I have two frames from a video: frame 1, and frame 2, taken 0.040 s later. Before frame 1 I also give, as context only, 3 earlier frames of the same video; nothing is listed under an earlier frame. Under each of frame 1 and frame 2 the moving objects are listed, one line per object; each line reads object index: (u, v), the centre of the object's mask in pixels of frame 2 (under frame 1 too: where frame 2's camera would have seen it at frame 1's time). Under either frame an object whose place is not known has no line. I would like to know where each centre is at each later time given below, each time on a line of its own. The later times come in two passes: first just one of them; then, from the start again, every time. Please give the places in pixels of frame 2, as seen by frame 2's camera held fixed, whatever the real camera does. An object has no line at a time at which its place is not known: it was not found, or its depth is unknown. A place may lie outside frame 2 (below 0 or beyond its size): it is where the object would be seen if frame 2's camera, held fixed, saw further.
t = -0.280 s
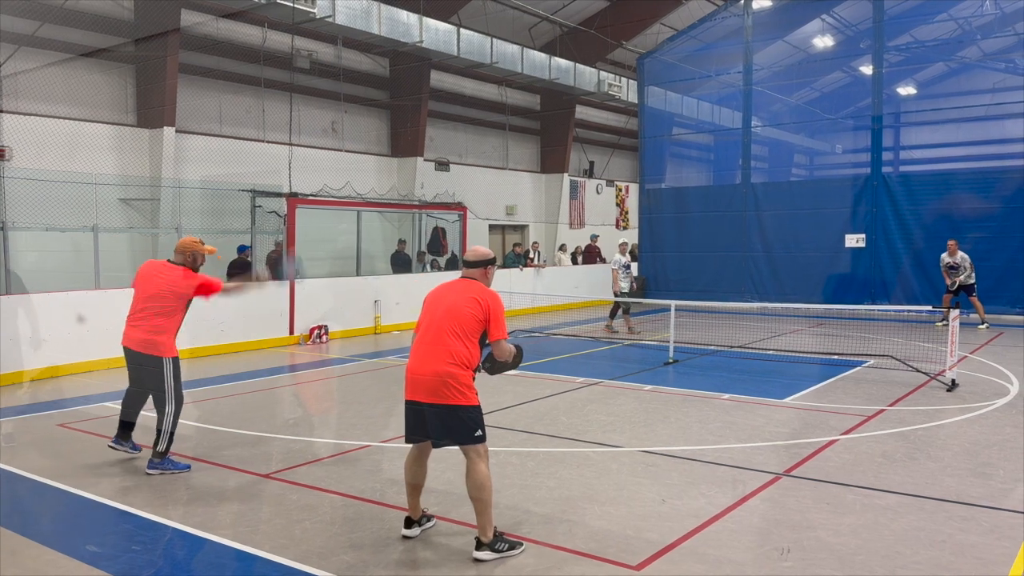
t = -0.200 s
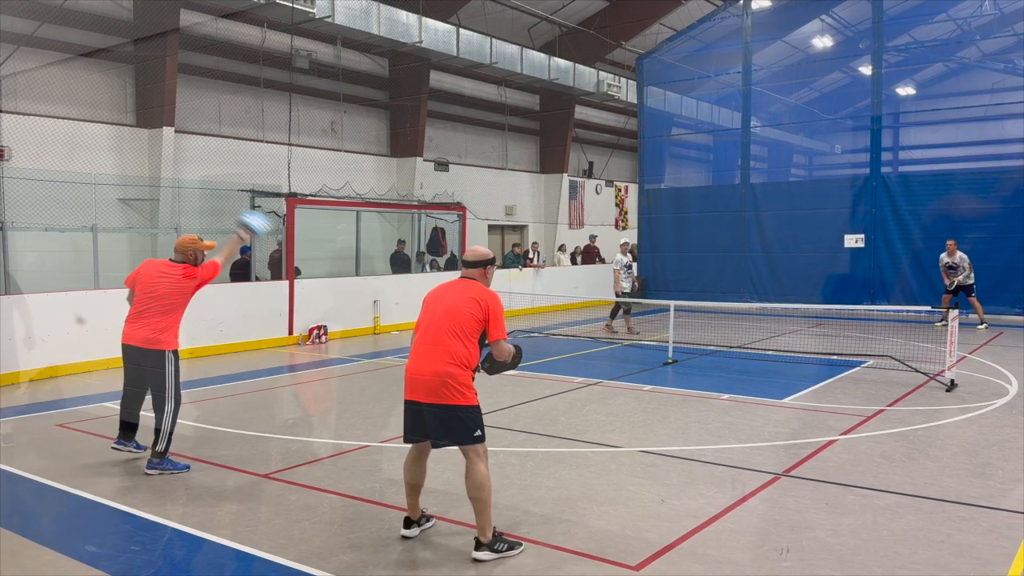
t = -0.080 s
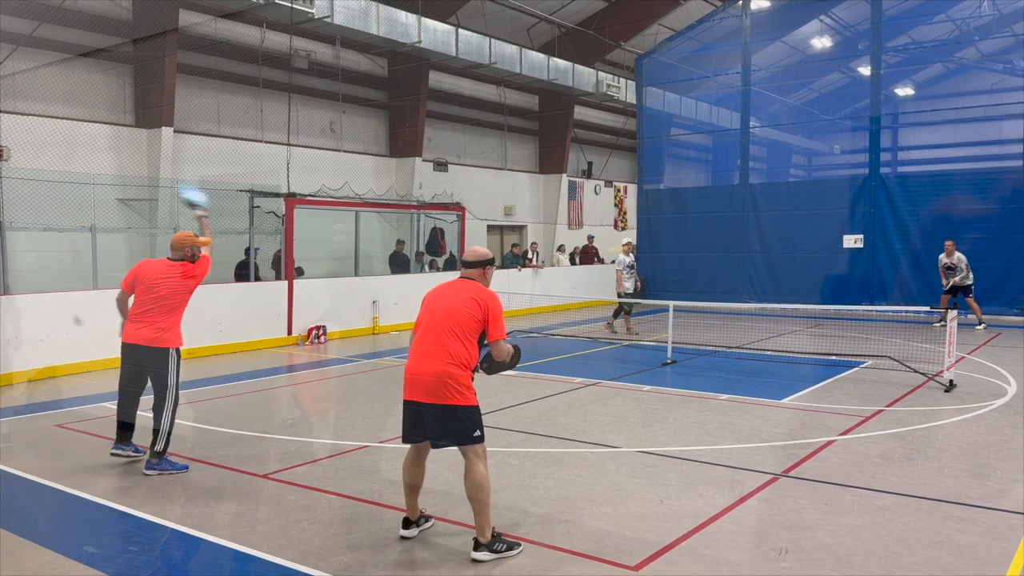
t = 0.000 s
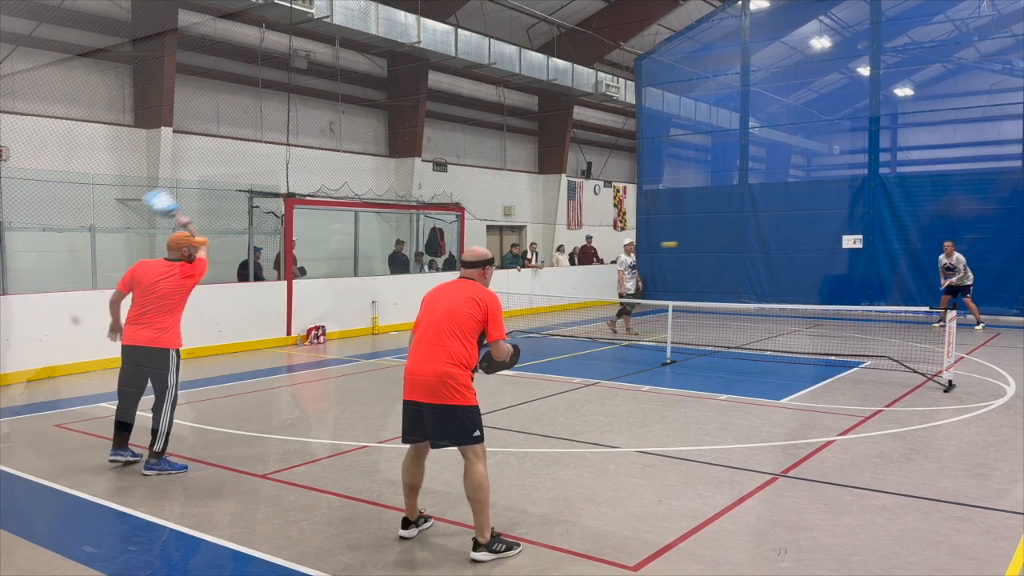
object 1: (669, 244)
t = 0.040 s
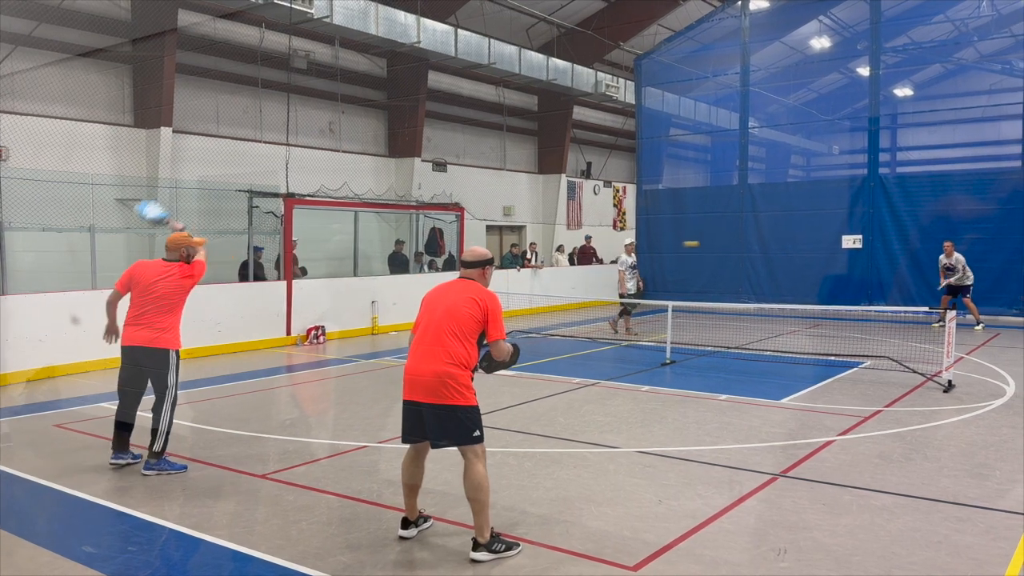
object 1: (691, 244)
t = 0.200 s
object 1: (764, 253)
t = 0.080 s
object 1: (712, 244)
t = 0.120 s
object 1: (731, 246)
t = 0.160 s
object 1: (748, 249)
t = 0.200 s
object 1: (764, 253)
